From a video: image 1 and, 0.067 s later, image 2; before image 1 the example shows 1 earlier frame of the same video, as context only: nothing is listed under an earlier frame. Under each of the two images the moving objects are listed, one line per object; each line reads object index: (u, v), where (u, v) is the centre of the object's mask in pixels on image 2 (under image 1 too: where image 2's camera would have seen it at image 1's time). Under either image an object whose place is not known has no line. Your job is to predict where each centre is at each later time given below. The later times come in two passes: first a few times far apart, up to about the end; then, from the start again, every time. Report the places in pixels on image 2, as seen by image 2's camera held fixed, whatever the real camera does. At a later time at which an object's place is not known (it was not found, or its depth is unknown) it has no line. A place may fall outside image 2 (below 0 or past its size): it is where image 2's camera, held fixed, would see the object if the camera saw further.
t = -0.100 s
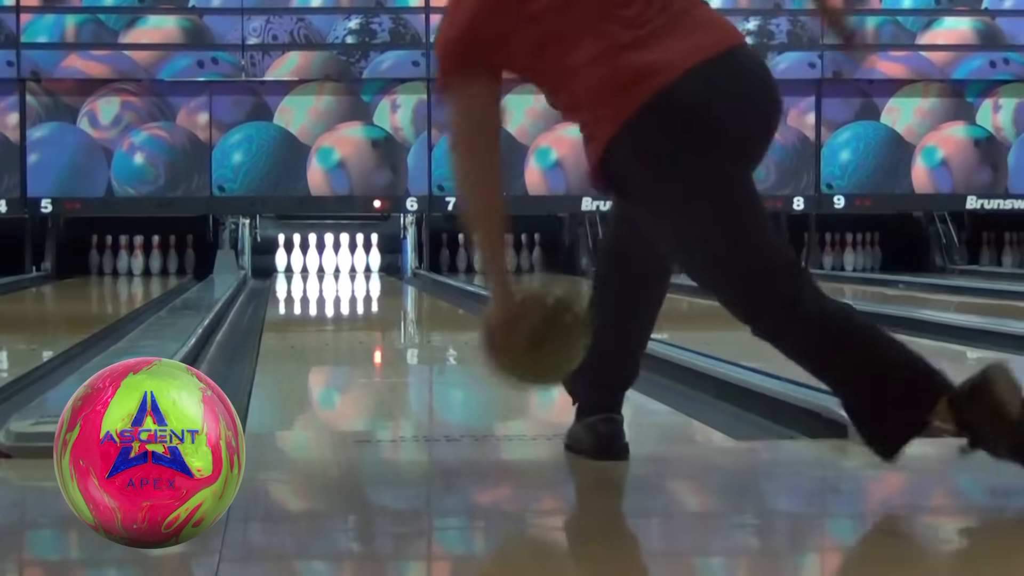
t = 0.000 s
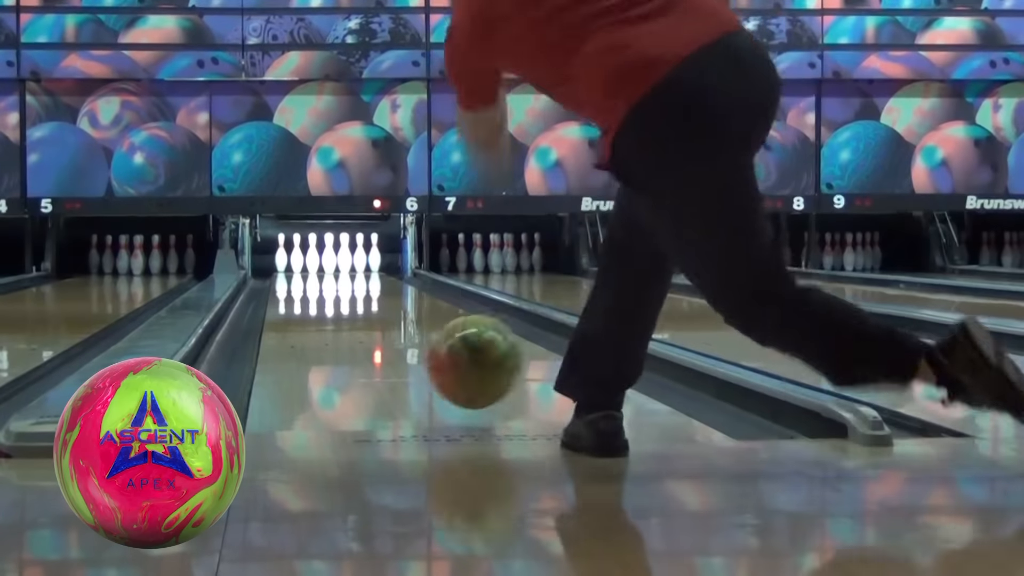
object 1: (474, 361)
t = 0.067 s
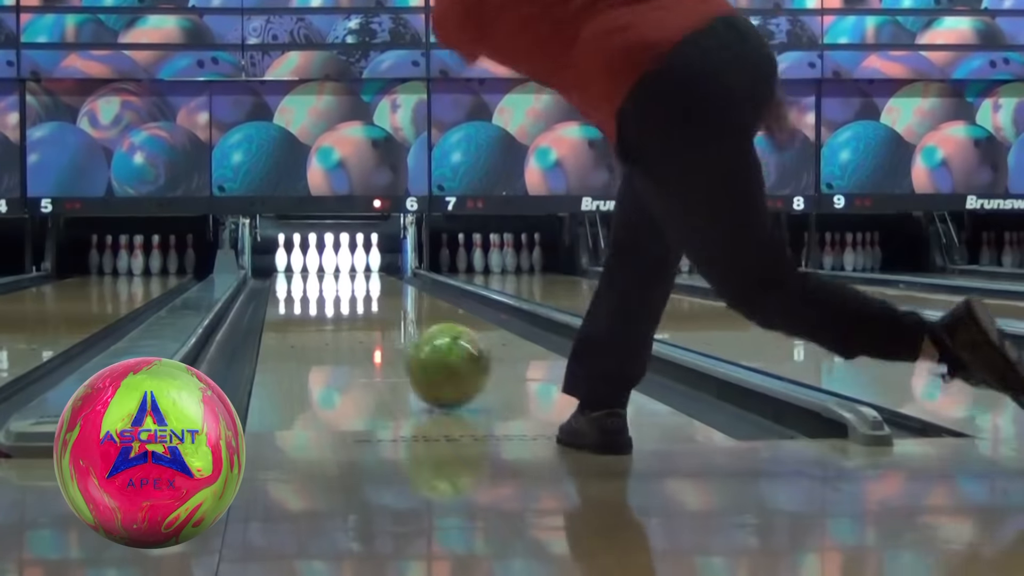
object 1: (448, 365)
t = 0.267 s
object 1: (391, 337)
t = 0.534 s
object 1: (346, 315)
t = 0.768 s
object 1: (321, 300)
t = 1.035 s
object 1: (303, 289)
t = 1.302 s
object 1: (291, 280)
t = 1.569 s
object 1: (288, 275)
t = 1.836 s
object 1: (293, 270)
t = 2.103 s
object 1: (307, 267)
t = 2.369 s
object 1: (325, 263)
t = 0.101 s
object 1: (437, 358)
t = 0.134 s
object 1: (425, 355)
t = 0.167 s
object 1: (417, 350)
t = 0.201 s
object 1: (407, 345)
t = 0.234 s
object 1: (398, 340)
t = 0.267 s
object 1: (391, 337)
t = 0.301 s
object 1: (384, 333)
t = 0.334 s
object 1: (378, 330)
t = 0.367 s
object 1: (371, 328)
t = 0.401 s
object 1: (367, 325)
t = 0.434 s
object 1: (362, 323)
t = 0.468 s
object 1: (355, 319)
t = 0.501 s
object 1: (351, 317)
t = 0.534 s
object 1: (346, 315)
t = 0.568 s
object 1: (342, 312)
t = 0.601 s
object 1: (338, 310)
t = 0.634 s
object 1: (334, 308)
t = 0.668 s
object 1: (330, 306)
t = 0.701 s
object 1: (327, 304)
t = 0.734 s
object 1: (323, 302)
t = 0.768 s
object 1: (321, 300)
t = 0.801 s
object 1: (318, 299)
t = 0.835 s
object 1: (316, 297)
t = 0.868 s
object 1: (313, 295)
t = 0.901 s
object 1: (310, 294)
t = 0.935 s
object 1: (308, 292)
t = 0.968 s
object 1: (307, 291)
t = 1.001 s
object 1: (304, 290)
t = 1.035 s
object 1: (303, 289)
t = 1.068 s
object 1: (301, 288)
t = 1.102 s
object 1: (299, 287)
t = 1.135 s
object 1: (297, 285)
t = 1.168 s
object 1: (296, 284)
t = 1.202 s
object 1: (294, 283)
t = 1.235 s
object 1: (293, 282)
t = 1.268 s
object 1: (292, 281)
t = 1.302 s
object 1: (291, 280)
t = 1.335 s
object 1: (291, 280)
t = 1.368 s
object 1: (290, 279)
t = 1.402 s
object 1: (290, 278)
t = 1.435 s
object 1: (289, 277)
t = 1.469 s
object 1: (289, 277)
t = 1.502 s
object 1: (288, 276)
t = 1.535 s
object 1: (288, 275)
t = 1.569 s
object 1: (288, 275)
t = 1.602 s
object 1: (288, 274)
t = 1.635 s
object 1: (289, 273)
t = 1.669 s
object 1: (289, 272)
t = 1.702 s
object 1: (290, 272)
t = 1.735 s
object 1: (291, 271)
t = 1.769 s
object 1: (291, 271)
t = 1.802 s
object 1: (292, 270)
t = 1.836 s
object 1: (293, 270)
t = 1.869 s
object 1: (294, 270)
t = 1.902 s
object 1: (295, 269)
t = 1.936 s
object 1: (297, 269)
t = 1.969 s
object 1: (298, 269)
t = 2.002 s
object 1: (301, 268)
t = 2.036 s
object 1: (302, 267)
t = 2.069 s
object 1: (304, 267)
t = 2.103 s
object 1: (307, 267)
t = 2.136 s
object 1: (310, 266)
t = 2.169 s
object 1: (311, 265)
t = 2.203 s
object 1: (314, 265)
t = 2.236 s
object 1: (316, 264)
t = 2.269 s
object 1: (319, 264)
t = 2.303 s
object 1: (321, 265)
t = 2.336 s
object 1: (322, 264)
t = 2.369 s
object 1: (325, 263)
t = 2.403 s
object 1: (325, 263)
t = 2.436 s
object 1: (325, 263)
